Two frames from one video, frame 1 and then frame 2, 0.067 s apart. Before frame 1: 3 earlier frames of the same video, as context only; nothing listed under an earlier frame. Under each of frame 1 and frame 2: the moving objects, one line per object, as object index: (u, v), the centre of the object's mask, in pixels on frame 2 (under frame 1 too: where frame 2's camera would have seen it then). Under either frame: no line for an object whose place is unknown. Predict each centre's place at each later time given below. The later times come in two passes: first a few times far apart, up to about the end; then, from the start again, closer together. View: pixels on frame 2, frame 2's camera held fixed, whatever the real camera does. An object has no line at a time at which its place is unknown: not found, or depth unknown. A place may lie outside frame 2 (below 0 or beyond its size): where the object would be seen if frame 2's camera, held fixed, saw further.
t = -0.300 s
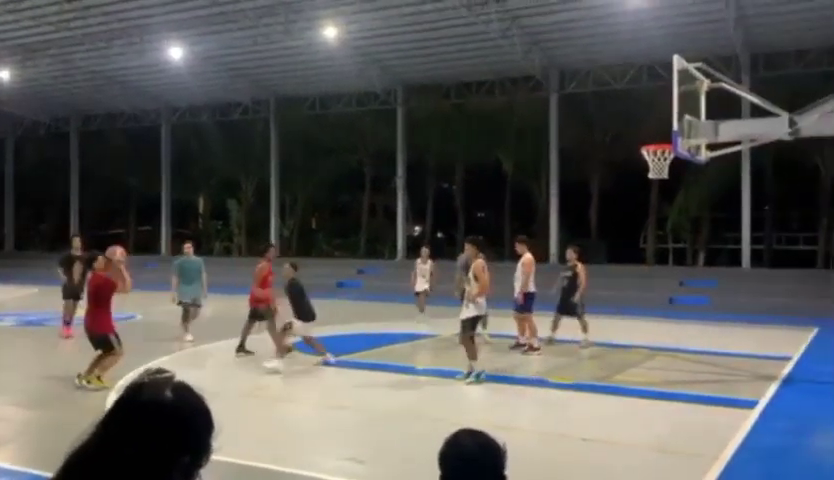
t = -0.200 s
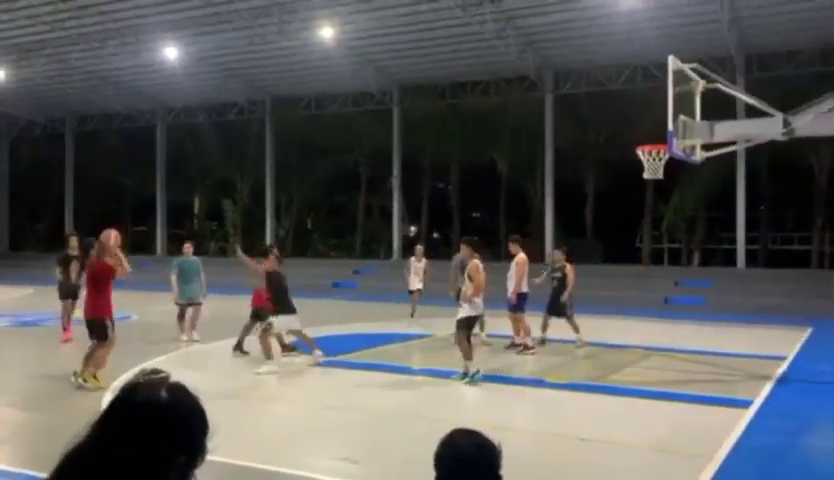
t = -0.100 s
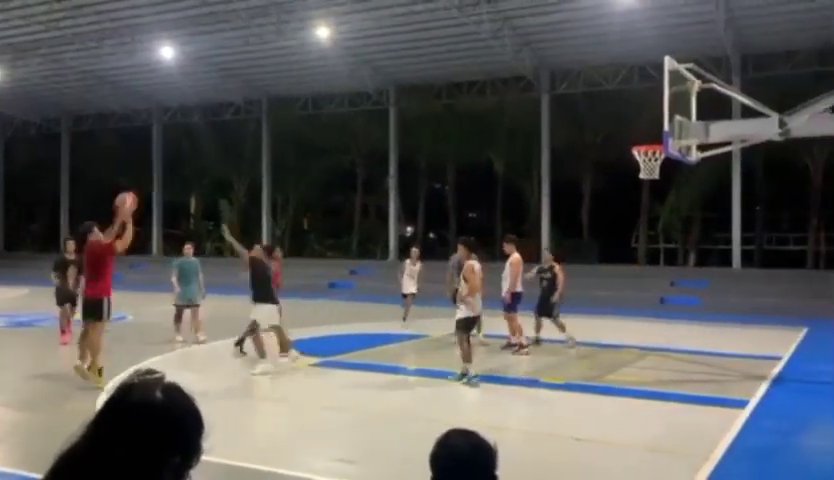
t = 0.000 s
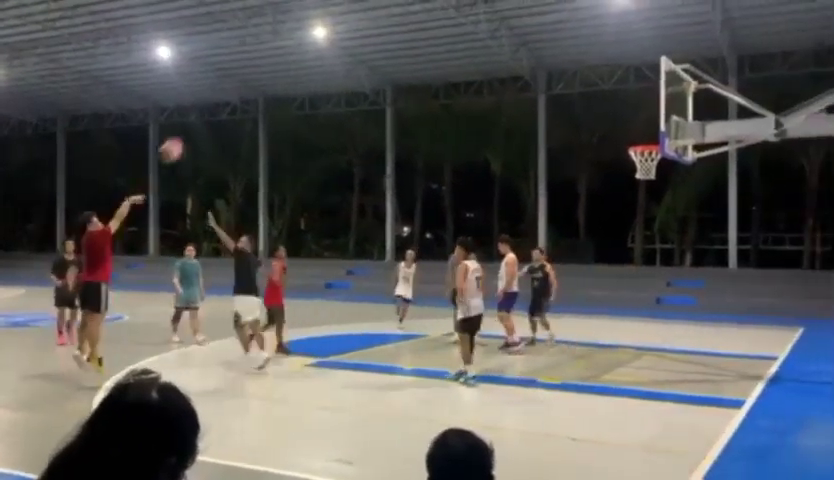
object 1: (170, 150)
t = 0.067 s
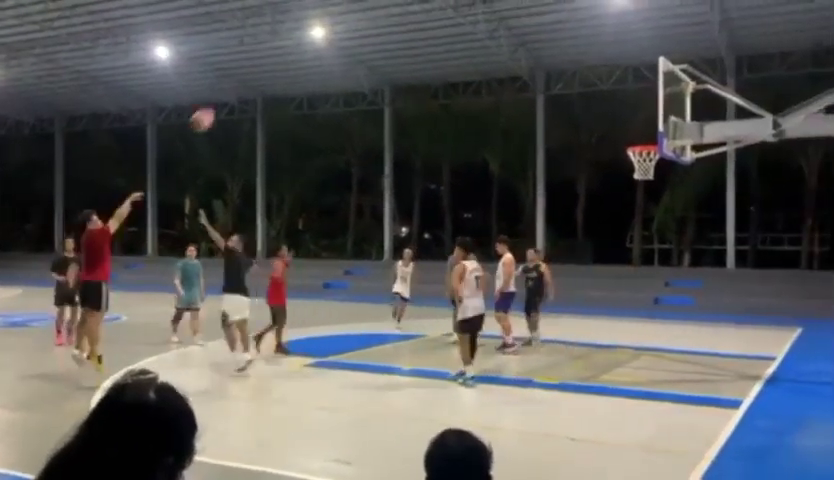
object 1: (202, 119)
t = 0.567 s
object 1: (427, 17)
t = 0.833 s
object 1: (529, 45)
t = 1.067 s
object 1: (611, 104)
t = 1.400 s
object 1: (624, 193)
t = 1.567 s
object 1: (608, 236)
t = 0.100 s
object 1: (219, 105)
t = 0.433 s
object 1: (372, 24)
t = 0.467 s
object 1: (386, 21)
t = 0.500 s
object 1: (400, 19)
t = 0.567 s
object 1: (427, 17)
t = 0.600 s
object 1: (441, 19)
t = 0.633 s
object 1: (453, 20)
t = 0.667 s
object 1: (466, 21)
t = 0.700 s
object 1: (480, 25)
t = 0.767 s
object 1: (505, 34)
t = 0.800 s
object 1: (517, 39)
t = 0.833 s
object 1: (529, 45)
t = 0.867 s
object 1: (541, 50)
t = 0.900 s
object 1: (553, 58)
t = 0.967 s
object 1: (577, 74)
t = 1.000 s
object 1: (589, 84)
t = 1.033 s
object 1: (600, 94)
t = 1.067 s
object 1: (611, 104)
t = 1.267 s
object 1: (637, 172)
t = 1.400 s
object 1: (624, 193)
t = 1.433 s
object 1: (621, 200)
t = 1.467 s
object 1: (618, 208)
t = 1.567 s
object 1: (608, 236)
